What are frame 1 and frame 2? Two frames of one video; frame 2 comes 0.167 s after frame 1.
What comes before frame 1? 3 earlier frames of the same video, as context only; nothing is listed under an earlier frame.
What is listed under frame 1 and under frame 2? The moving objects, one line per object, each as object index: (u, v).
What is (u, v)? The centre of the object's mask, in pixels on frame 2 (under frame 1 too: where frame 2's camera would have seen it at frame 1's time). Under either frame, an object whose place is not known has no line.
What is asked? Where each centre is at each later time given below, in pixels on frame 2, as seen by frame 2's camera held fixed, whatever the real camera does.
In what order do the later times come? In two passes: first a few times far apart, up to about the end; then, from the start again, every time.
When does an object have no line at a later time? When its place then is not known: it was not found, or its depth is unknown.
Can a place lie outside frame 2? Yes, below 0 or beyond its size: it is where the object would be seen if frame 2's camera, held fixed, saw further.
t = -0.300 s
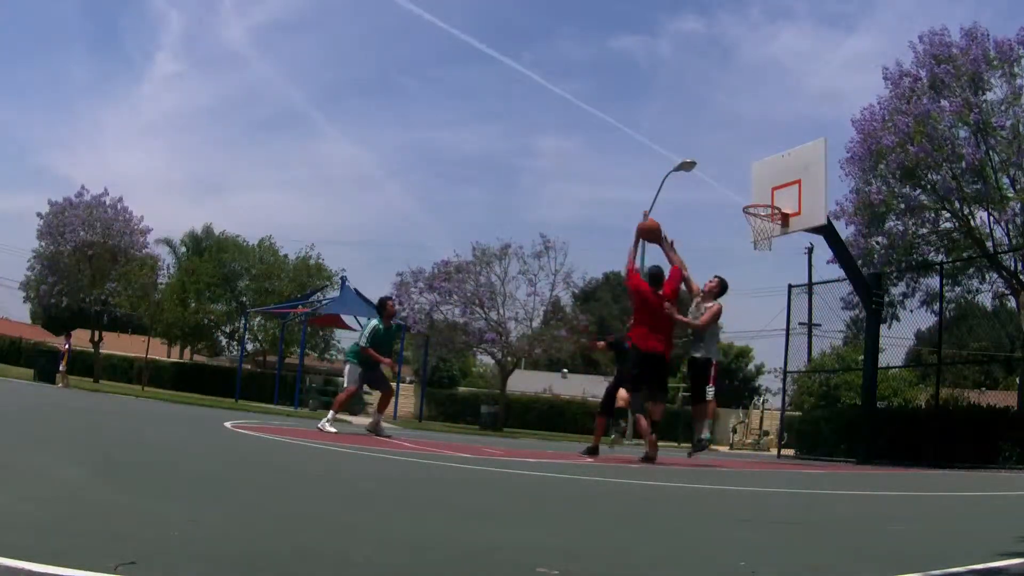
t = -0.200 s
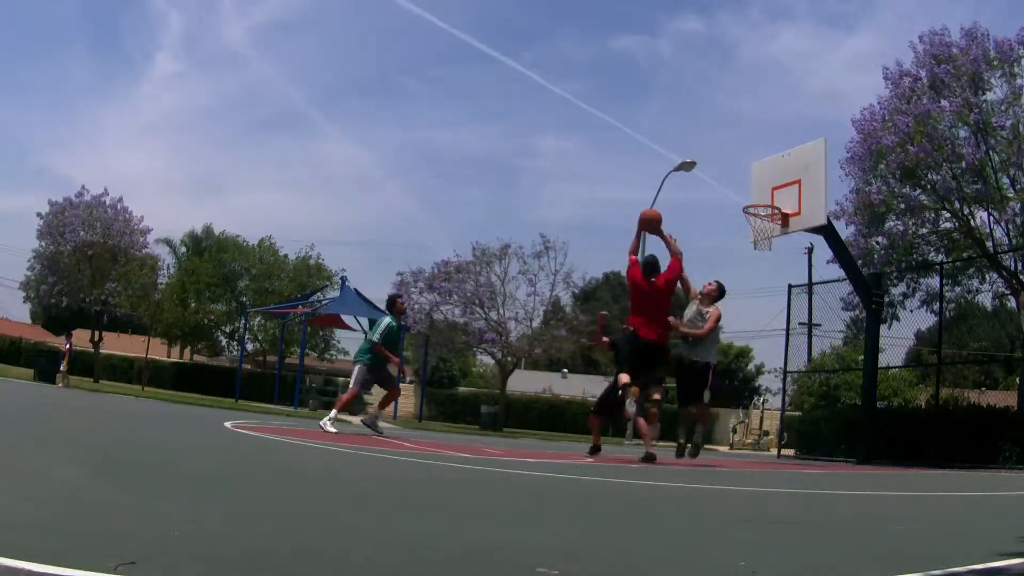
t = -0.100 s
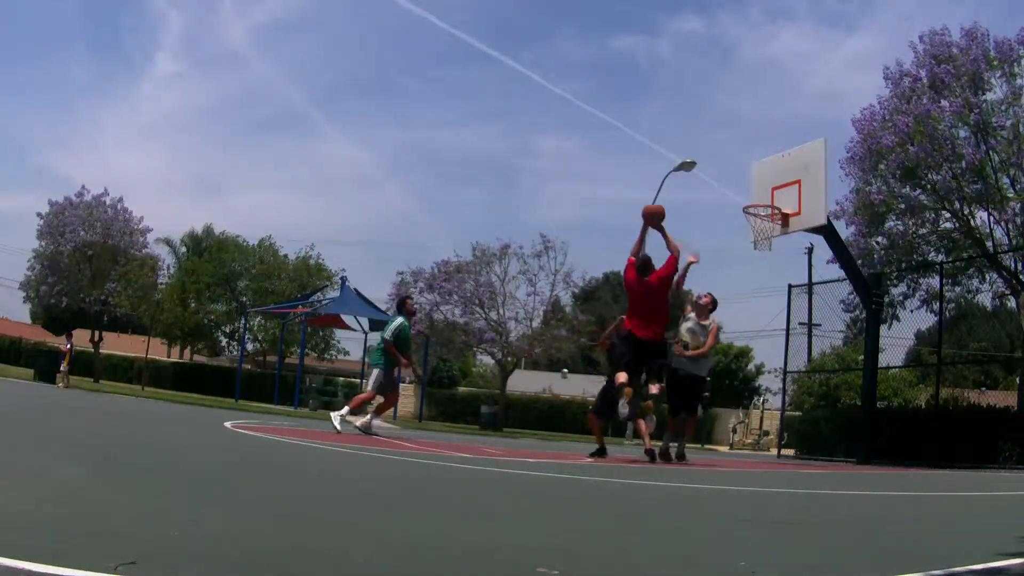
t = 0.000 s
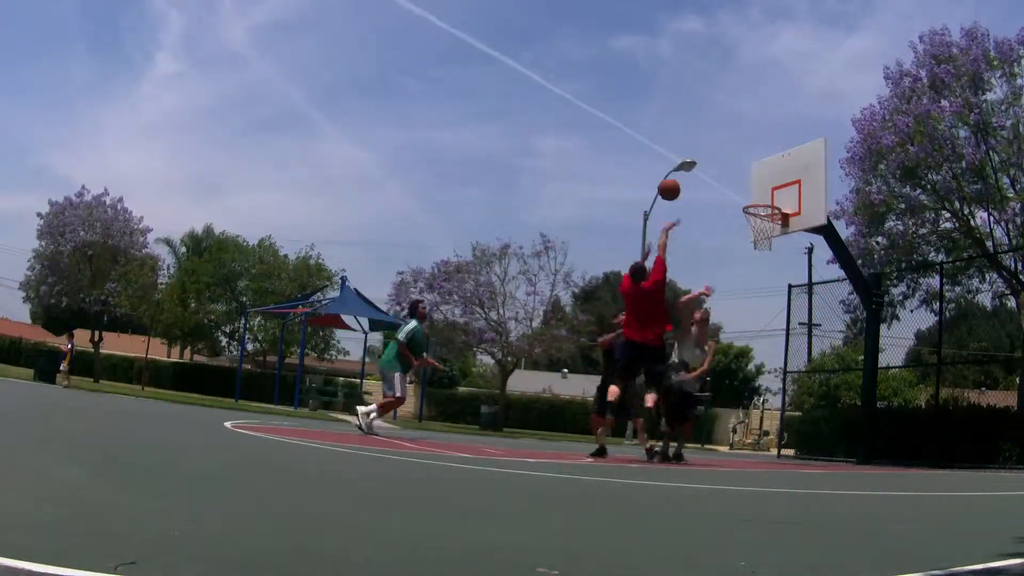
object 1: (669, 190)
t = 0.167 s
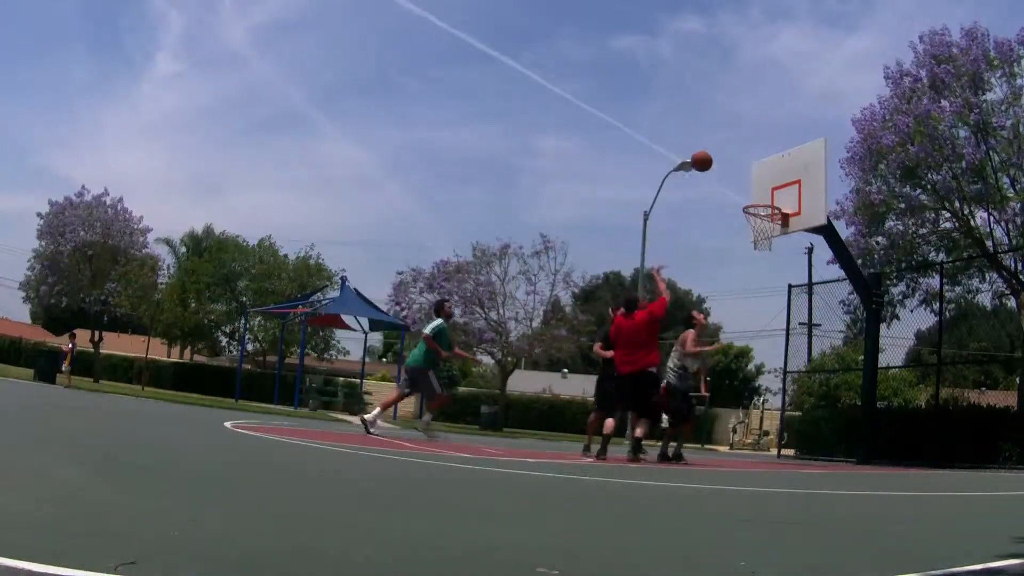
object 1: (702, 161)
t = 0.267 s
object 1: (719, 156)
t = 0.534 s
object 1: (760, 181)
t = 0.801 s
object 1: (742, 186)
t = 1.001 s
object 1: (701, 189)
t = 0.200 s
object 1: (708, 158)
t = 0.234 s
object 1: (713, 157)
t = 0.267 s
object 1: (719, 156)
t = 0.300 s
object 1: (725, 156)
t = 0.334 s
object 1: (730, 157)
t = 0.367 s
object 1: (735, 159)
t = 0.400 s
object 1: (740, 162)
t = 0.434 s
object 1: (745, 165)
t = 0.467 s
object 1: (750, 170)
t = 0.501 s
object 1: (755, 175)
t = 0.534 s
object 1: (760, 181)
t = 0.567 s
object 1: (764, 188)
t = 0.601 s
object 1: (769, 196)
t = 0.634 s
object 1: (774, 204)
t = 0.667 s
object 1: (769, 200)
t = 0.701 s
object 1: (762, 195)
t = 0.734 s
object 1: (755, 192)
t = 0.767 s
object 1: (749, 188)
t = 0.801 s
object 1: (742, 186)
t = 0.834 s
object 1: (735, 184)
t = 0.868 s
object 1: (728, 183)
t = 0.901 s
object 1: (722, 184)
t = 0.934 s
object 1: (715, 185)
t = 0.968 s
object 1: (708, 186)
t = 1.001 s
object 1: (701, 189)
